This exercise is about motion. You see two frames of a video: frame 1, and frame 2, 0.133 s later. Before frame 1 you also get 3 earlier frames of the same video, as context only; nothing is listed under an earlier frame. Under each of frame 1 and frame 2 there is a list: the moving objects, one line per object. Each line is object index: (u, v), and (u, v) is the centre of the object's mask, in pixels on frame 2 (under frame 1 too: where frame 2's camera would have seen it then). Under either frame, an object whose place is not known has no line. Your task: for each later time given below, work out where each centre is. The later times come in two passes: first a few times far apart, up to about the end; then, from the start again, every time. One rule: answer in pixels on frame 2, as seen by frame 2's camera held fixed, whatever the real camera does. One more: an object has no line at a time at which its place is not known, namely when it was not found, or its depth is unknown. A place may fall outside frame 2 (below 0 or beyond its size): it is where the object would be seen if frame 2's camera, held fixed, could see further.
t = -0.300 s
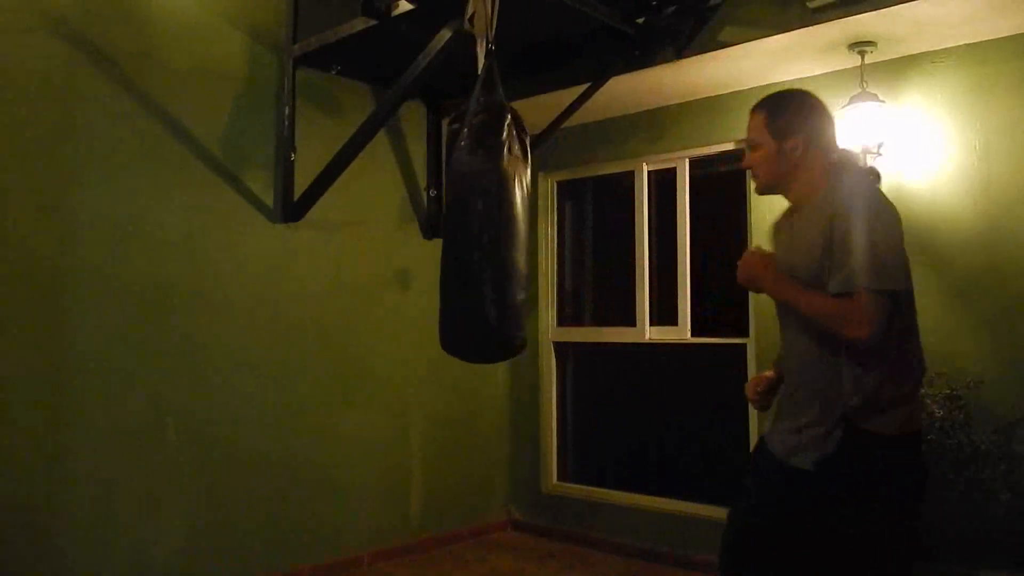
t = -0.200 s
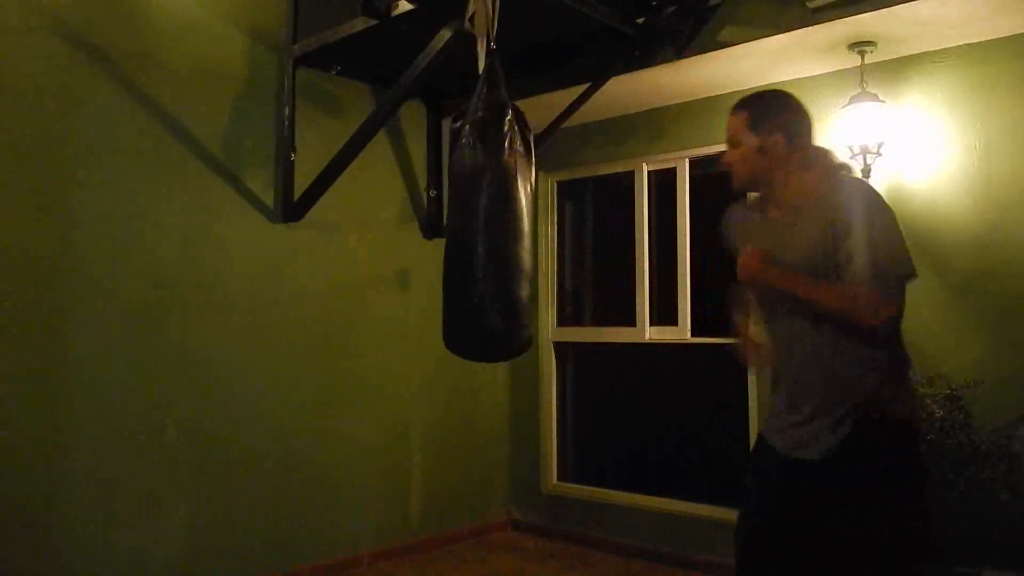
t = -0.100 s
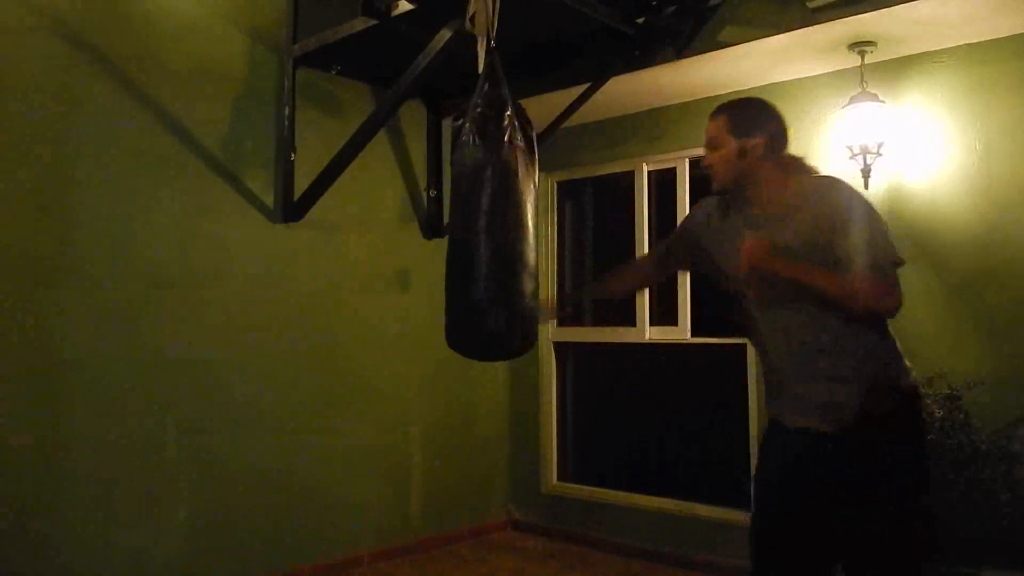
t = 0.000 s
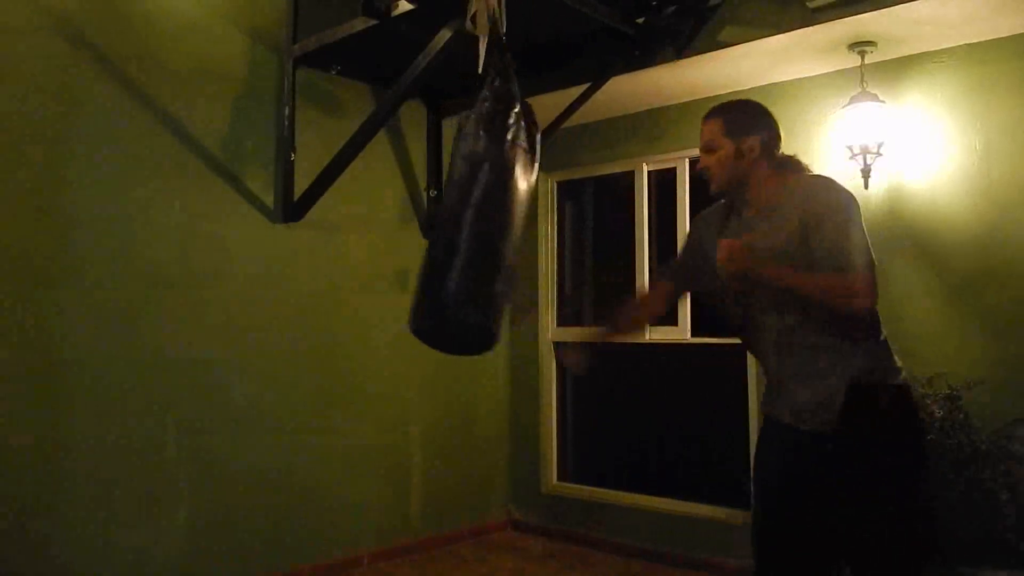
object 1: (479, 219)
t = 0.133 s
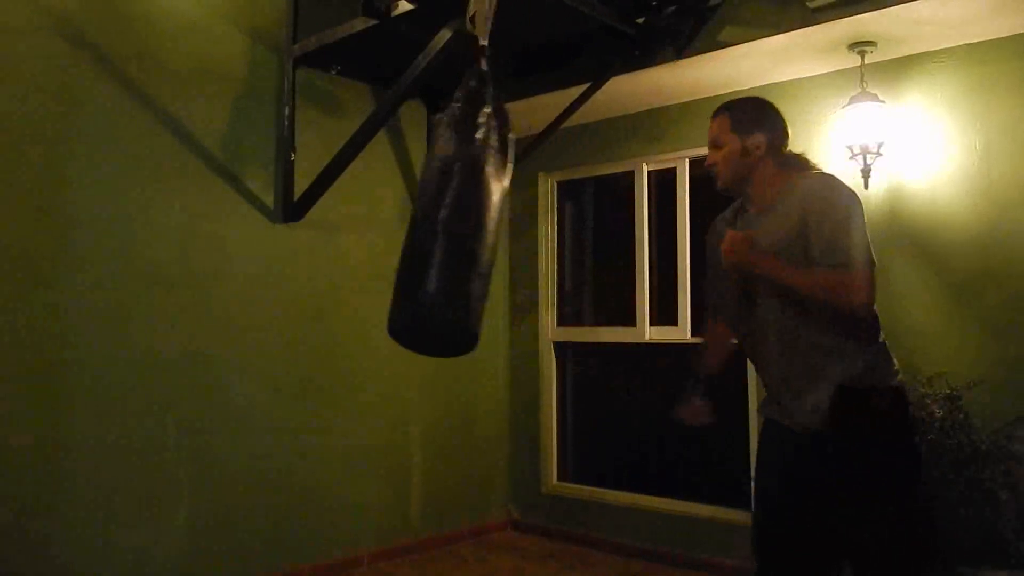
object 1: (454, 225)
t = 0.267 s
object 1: (439, 220)
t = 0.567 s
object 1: (441, 224)
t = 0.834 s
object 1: (477, 228)
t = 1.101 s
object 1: (519, 226)
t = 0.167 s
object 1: (449, 223)
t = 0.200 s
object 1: (445, 221)
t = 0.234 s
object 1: (441, 222)
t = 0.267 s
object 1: (439, 220)
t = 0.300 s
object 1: (437, 221)
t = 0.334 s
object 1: (435, 220)
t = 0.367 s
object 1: (435, 221)
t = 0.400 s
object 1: (434, 222)
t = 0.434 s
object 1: (434, 222)
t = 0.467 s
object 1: (435, 222)
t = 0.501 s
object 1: (437, 222)
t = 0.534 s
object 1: (439, 222)
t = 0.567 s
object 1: (441, 224)
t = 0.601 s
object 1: (445, 225)
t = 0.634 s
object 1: (449, 225)
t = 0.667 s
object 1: (452, 225)
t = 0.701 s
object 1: (458, 228)
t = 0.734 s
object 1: (462, 229)
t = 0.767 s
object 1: (467, 229)
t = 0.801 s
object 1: (472, 227)
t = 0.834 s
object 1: (477, 228)
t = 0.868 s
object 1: (484, 228)
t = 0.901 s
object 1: (489, 228)
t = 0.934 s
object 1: (494, 226)
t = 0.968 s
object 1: (499, 226)
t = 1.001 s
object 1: (505, 225)
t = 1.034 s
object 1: (510, 226)
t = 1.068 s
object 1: (514, 226)
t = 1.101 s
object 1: (519, 226)
